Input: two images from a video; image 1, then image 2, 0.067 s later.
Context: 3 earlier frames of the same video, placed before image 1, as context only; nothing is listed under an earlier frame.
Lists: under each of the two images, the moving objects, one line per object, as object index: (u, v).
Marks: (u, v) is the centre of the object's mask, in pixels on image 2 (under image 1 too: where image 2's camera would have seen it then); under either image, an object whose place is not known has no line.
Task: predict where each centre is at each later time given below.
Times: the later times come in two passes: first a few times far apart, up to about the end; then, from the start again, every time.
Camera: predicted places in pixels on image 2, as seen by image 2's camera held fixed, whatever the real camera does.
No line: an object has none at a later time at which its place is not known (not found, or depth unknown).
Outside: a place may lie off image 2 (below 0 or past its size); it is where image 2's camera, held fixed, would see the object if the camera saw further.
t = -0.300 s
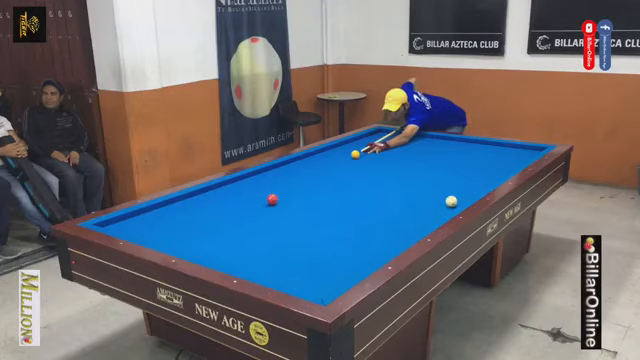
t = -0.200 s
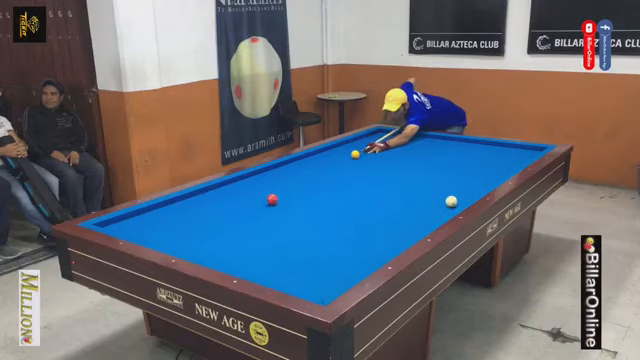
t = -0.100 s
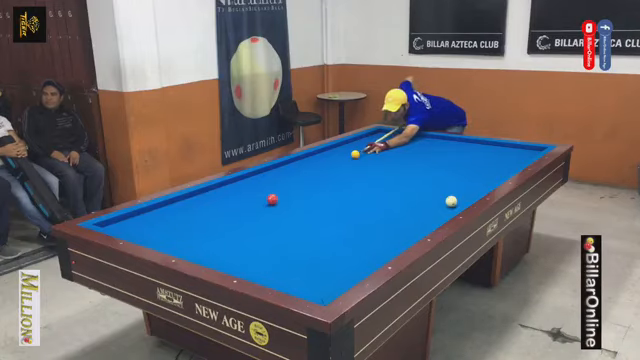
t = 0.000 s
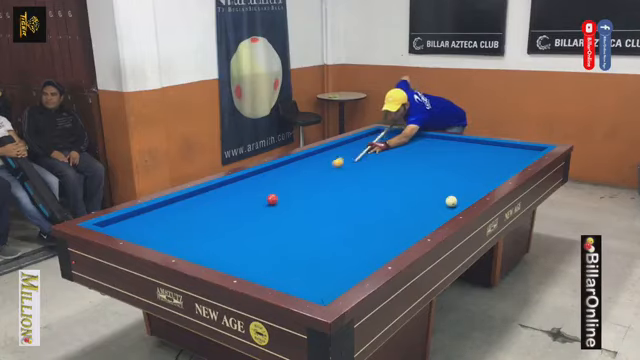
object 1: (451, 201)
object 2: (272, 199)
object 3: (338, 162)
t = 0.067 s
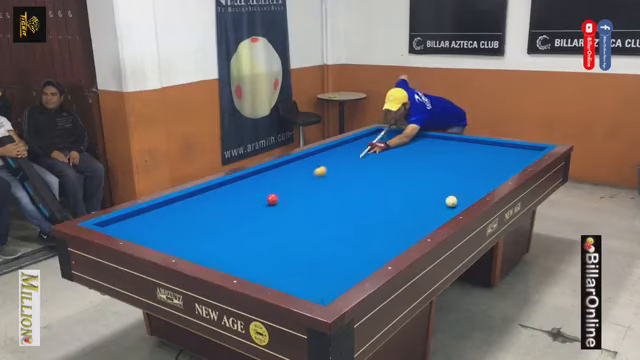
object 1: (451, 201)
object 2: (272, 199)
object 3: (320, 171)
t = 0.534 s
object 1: (451, 201)
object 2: (275, 245)
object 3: (177, 206)
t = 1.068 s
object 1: (451, 201)
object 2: (353, 268)
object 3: (192, 220)
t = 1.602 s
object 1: (451, 201)
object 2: (355, 230)
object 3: (319, 212)
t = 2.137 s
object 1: (451, 201)
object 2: (357, 202)
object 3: (437, 204)
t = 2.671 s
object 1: (479, 187)
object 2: (359, 182)
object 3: (437, 193)
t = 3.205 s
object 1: (492, 176)
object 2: (360, 166)
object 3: (421, 180)
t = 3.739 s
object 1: (503, 166)
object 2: (361, 153)
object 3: (408, 169)
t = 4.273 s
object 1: (511, 158)
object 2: (362, 142)
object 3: (396, 160)
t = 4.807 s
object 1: (519, 150)
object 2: (371, 135)
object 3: (387, 152)
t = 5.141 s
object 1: (524, 147)
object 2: (384, 132)
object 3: (381, 148)
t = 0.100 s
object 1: (451, 201)
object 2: (272, 199)
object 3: (311, 176)
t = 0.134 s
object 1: (451, 201)
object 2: (272, 199)
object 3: (301, 181)
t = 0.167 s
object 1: (451, 201)
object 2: (272, 199)
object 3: (291, 186)
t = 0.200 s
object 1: (451, 201)
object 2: (272, 199)
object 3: (281, 190)
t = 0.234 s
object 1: (451, 201)
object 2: (272, 201)
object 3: (268, 194)
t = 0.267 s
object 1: (451, 201)
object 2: (272, 204)
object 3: (258, 197)
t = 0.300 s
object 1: (451, 201)
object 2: (273, 209)
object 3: (248, 198)
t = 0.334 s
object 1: (451, 201)
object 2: (273, 214)
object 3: (237, 199)
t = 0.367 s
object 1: (451, 201)
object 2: (273, 220)
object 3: (227, 200)
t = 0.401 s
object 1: (451, 201)
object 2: (273, 224)
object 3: (217, 201)
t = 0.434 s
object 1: (451, 201)
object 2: (274, 230)
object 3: (207, 202)
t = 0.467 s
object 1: (451, 201)
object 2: (274, 235)
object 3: (198, 203)
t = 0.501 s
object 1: (451, 201)
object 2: (275, 240)
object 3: (188, 205)
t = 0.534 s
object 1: (451, 201)
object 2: (275, 245)
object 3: (177, 206)
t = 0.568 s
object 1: (451, 201)
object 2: (275, 251)
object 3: (167, 208)
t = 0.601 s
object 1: (451, 201)
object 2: (276, 256)
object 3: (157, 209)
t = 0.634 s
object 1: (451, 201)
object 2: (276, 262)
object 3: (146, 210)
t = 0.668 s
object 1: (451, 201)
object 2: (276, 267)
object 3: (137, 212)
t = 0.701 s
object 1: (451, 201)
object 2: (277, 273)
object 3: (131, 216)
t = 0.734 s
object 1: (451, 201)
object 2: (278, 278)
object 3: (124, 220)
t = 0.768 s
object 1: (451, 201)
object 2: (286, 280)
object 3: (117, 224)
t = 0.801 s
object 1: (451, 201)
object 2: (295, 279)
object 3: (111, 226)
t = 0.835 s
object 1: (451, 201)
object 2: (305, 278)
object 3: (121, 227)
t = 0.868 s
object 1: (451, 201)
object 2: (315, 276)
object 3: (133, 225)
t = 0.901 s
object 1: (451, 201)
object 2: (324, 275)
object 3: (144, 224)
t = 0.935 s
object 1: (451, 201)
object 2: (332, 274)
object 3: (155, 223)
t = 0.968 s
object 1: (451, 201)
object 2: (340, 274)
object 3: (165, 222)
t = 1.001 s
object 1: (451, 201)
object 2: (349, 272)
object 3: (175, 221)
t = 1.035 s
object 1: (451, 201)
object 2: (353, 270)
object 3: (183, 221)
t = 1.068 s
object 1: (451, 201)
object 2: (353, 268)
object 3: (192, 220)
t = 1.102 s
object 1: (451, 201)
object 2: (353, 265)
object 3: (201, 219)
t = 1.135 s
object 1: (451, 201)
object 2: (353, 263)
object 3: (209, 219)
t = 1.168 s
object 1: (451, 201)
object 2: (353, 260)
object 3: (217, 218)
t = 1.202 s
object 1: (451, 201)
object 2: (353, 257)
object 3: (225, 218)
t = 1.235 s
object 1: (451, 201)
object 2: (353, 255)
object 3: (233, 217)
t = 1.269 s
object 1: (451, 201)
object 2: (354, 252)
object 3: (241, 217)
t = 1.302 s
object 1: (451, 201)
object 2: (354, 250)
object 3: (249, 216)
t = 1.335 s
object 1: (451, 201)
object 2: (354, 247)
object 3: (257, 216)
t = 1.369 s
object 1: (451, 201)
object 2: (354, 245)
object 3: (265, 215)
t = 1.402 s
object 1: (451, 201)
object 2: (354, 243)
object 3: (273, 215)
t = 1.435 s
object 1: (451, 201)
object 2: (354, 241)
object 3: (280, 214)
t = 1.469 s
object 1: (451, 201)
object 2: (354, 239)
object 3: (289, 214)
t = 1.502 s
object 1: (451, 201)
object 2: (355, 236)
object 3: (296, 214)
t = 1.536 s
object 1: (451, 201)
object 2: (355, 234)
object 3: (304, 213)
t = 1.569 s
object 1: (451, 201)
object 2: (355, 232)
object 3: (312, 213)
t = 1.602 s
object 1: (451, 201)
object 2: (355, 230)
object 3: (319, 212)
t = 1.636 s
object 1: (451, 201)
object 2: (355, 228)
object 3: (327, 211)
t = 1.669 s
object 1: (451, 201)
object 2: (356, 226)
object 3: (335, 211)
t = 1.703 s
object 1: (451, 201)
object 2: (356, 224)
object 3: (342, 210)
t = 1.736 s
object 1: (451, 201)
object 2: (356, 222)
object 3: (350, 210)
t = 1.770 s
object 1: (451, 201)
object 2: (356, 221)
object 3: (357, 209)
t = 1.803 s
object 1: (451, 201)
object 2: (356, 219)
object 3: (365, 209)
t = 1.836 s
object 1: (451, 201)
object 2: (356, 217)
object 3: (372, 208)
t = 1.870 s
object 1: (451, 201)
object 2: (356, 216)
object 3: (379, 208)
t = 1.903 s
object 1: (451, 201)
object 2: (356, 214)
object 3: (387, 208)
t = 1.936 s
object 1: (451, 201)
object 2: (356, 212)
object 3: (394, 207)
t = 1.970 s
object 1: (451, 201)
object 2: (356, 211)
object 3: (402, 207)
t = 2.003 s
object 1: (451, 201)
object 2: (357, 209)
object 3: (409, 206)
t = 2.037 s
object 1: (451, 201)
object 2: (357, 207)
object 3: (416, 206)
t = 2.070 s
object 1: (451, 201)
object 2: (357, 206)
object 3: (423, 205)
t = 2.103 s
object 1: (451, 201)
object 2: (357, 204)
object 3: (430, 205)
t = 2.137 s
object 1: (451, 201)
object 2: (357, 202)
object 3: (437, 204)
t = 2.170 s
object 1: (453, 200)
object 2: (357, 201)
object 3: (444, 204)
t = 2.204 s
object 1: (455, 198)
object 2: (357, 200)
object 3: (449, 204)
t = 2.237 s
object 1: (457, 197)
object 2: (357, 198)
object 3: (452, 204)
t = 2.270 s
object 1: (459, 197)
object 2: (358, 197)
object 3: (454, 204)
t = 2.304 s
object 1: (461, 197)
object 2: (358, 195)
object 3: (451, 203)
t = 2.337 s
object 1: (463, 196)
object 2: (358, 194)
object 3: (449, 203)
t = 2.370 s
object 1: (465, 195)
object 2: (358, 193)
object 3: (448, 202)
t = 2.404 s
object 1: (467, 194)
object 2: (358, 192)
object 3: (447, 201)
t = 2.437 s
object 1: (469, 193)
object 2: (358, 191)
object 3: (446, 200)
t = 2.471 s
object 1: (471, 192)
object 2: (358, 189)
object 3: (444, 198)
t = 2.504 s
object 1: (473, 191)
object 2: (358, 188)
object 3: (443, 198)
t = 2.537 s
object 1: (475, 191)
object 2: (358, 187)
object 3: (442, 197)
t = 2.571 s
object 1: (477, 190)
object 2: (358, 186)
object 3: (441, 196)
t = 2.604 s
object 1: (478, 189)
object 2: (358, 184)
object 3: (440, 195)
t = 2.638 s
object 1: (478, 188)
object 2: (358, 183)
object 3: (439, 194)
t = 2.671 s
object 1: (479, 187)
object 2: (359, 182)
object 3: (437, 193)
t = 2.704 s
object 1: (480, 186)
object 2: (358, 181)
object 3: (436, 192)
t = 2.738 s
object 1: (481, 186)
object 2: (359, 180)
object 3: (435, 191)
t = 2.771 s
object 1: (482, 185)
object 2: (359, 179)
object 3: (434, 190)
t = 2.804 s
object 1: (483, 184)
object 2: (359, 177)
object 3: (433, 190)
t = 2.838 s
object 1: (484, 184)
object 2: (359, 177)
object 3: (432, 189)
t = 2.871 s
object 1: (485, 183)
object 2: (359, 176)
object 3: (431, 188)
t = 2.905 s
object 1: (485, 182)
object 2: (359, 175)
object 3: (430, 187)
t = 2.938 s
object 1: (486, 182)
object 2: (359, 173)
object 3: (429, 186)
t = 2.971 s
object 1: (487, 181)
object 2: (359, 172)
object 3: (428, 185)
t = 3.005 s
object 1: (487, 180)
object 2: (359, 171)
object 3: (427, 185)
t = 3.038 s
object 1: (488, 180)
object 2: (359, 171)
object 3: (426, 184)
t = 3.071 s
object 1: (489, 179)
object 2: (359, 170)
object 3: (425, 183)
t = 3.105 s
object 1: (490, 178)
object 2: (359, 169)
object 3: (424, 182)
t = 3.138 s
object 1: (490, 177)
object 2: (360, 168)
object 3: (423, 181)
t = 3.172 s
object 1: (491, 177)
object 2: (360, 167)
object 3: (422, 181)
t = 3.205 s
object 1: (492, 176)
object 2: (360, 166)
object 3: (421, 180)
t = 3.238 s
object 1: (493, 176)
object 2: (360, 165)
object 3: (420, 179)
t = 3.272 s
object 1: (493, 175)
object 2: (360, 164)
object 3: (419, 178)
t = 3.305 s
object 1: (494, 174)
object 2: (360, 163)
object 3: (418, 178)
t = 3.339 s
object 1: (495, 174)
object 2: (360, 162)
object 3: (417, 177)
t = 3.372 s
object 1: (496, 173)
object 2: (360, 161)
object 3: (417, 176)
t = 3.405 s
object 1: (496, 172)
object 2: (360, 161)
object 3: (416, 175)
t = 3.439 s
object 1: (497, 171)
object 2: (360, 160)
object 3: (415, 175)
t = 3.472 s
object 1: (497, 171)
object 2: (360, 159)
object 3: (414, 174)
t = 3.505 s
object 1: (498, 171)
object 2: (360, 158)
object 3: (413, 173)
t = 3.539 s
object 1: (499, 170)
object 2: (360, 157)
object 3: (412, 173)
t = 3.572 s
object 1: (500, 169)
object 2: (360, 156)
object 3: (411, 172)
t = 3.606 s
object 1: (500, 169)
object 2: (361, 156)
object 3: (411, 171)
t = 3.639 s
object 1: (501, 168)
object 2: (361, 155)
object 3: (410, 171)
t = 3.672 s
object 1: (502, 167)
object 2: (361, 154)
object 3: (409, 170)
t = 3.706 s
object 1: (502, 167)
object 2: (361, 153)
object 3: (408, 169)
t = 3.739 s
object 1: (503, 166)
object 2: (361, 153)
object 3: (408, 169)
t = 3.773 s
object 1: (503, 166)
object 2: (361, 152)
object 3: (407, 168)
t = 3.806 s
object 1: (504, 165)
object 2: (361, 151)
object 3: (406, 167)
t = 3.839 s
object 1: (504, 165)
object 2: (361, 150)
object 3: (405, 167)
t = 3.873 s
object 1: (505, 164)
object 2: (361, 150)
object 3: (405, 166)
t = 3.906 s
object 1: (505, 164)
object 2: (361, 149)
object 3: (404, 166)
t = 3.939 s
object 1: (506, 163)
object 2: (361, 148)
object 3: (403, 165)
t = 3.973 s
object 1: (507, 163)
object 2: (361, 148)
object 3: (402, 165)
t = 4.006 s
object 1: (507, 162)
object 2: (361, 148)
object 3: (402, 164)
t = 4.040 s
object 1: (508, 161)
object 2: (362, 146)
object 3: (401, 163)
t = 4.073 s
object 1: (508, 161)
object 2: (362, 146)
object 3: (400, 163)
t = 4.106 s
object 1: (509, 160)
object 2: (362, 146)
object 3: (400, 162)
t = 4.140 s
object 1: (509, 160)
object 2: (362, 144)
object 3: (399, 162)
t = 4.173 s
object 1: (510, 159)
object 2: (362, 144)
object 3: (398, 161)
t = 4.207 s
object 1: (511, 159)
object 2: (362, 143)
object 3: (398, 161)
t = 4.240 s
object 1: (511, 158)
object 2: (362, 143)
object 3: (397, 160)
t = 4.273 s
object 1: (511, 158)
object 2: (362, 142)
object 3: (396, 160)
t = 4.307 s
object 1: (512, 157)
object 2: (362, 141)
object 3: (395, 159)
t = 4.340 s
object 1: (512, 157)
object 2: (362, 141)
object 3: (395, 159)
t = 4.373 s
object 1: (513, 156)
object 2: (362, 140)
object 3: (394, 158)
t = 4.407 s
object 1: (513, 156)
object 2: (362, 139)
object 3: (394, 158)
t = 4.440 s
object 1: (514, 155)
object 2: (362, 139)
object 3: (393, 157)
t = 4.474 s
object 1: (515, 155)
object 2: (362, 139)
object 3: (392, 157)
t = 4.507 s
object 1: (515, 154)
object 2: (363, 138)
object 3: (392, 156)
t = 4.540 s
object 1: (516, 154)
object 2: (363, 137)
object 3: (391, 156)
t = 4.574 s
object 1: (516, 154)
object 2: (363, 137)
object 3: (390, 155)
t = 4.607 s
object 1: (516, 153)
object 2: (363, 137)
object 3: (390, 155)
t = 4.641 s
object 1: (517, 153)
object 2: (364, 136)
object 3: (390, 154)
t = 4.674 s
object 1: (517, 152)
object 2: (365, 136)
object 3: (389, 154)
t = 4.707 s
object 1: (518, 152)
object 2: (367, 135)
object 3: (388, 153)
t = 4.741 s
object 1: (518, 151)
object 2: (368, 135)
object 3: (388, 153)
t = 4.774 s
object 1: (519, 151)
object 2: (369, 135)
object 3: (387, 152)
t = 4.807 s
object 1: (519, 150)
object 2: (371, 135)
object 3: (387, 152)
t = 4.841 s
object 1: (520, 150)
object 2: (372, 134)
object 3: (386, 152)
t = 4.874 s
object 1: (520, 150)
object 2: (374, 134)
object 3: (386, 151)
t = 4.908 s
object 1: (521, 149)
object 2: (375, 134)
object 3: (385, 151)
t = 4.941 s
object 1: (521, 149)
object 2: (377, 134)
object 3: (385, 150)
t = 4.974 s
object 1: (522, 148)
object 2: (378, 134)
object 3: (384, 150)
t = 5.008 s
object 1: (522, 148)
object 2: (379, 133)
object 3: (384, 149)
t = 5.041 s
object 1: (522, 148)
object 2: (380, 133)
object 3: (383, 149)
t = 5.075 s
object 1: (522, 147)
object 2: (382, 133)
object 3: (383, 148)
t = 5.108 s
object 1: (523, 147)
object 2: (383, 133)
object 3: (382, 148)
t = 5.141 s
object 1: (524, 147)
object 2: (384, 132)
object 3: (381, 148)
